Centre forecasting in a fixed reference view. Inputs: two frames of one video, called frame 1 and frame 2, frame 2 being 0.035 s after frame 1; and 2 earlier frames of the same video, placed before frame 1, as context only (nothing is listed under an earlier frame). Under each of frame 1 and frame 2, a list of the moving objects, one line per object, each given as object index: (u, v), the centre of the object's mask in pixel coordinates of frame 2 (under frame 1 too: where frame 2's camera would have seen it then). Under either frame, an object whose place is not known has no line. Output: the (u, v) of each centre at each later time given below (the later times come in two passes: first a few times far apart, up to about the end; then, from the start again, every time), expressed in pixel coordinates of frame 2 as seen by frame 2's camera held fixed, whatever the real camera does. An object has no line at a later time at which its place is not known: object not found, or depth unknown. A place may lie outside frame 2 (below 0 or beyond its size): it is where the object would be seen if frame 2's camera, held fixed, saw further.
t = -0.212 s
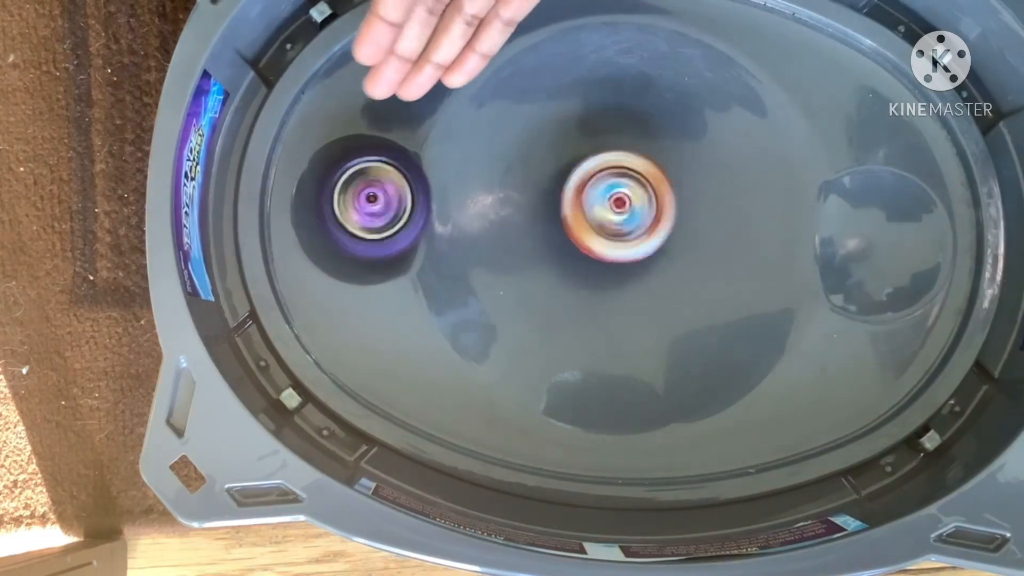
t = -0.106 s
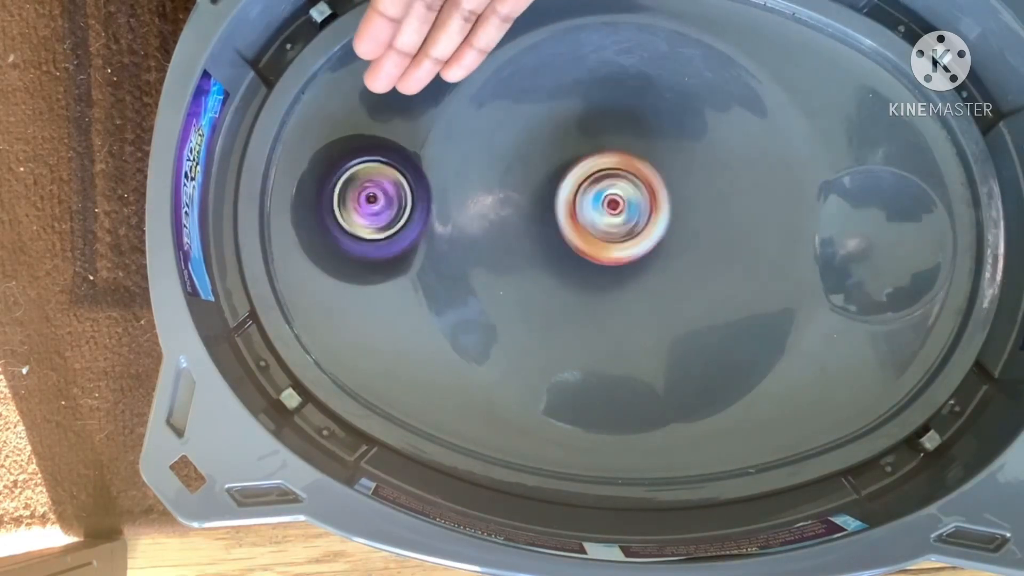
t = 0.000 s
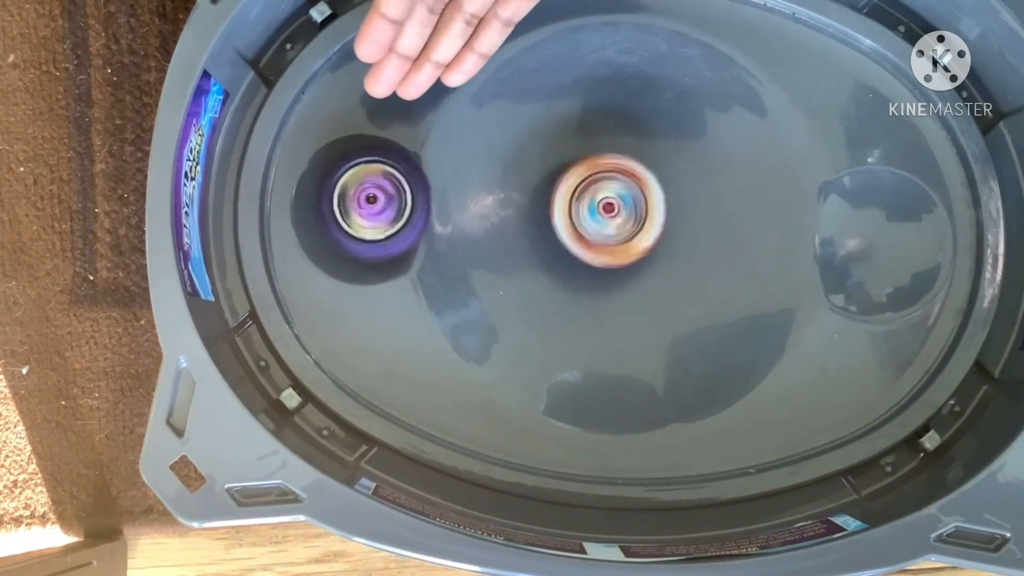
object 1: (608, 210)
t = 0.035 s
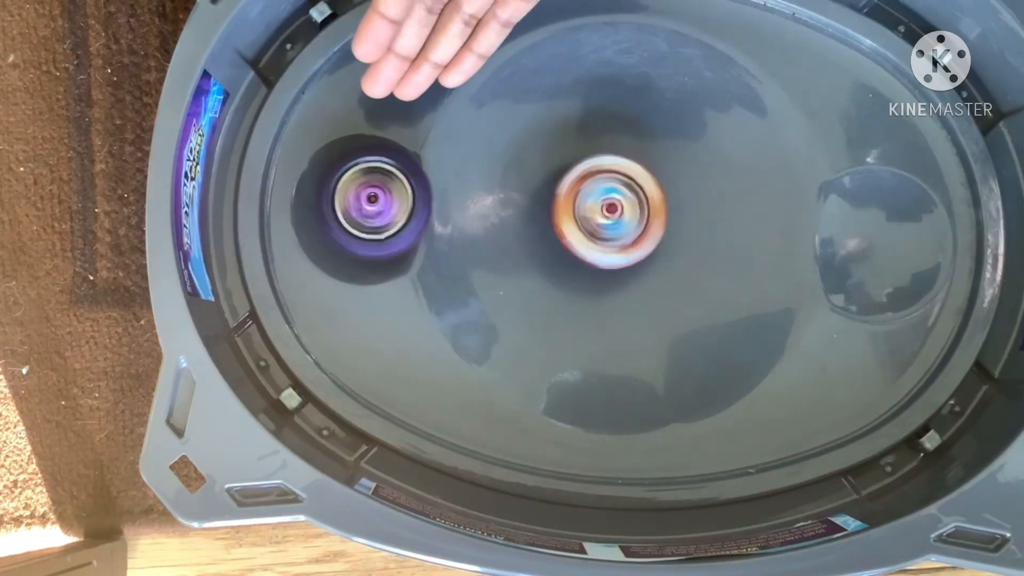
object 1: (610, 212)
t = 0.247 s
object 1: (606, 215)
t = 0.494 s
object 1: (608, 225)
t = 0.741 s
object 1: (610, 234)
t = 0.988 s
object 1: (612, 238)
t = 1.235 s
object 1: (619, 239)
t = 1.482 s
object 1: (625, 236)
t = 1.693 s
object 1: (630, 230)
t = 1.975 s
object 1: (627, 218)
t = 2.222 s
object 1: (625, 213)
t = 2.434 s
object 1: (616, 215)
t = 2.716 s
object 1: (611, 214)
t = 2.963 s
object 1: (619, 225)
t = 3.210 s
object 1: (623, 235)
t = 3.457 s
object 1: (623, 231)
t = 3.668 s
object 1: (626, 224)
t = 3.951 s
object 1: (625, 223)
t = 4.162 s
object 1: (625, 220)
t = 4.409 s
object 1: (624, 213)
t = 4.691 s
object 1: (611, 221)
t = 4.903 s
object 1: (614, 223)
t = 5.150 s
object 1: (602, 230)
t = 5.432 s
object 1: (617, 232)
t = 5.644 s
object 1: (621, 237)
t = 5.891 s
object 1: (612, 234)
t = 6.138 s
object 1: (621, 216)
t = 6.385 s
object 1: (615, 232)
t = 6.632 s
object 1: (615, 231)
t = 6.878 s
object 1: (624, 241)
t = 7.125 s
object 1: (621, 242)
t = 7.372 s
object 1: (625, 234)
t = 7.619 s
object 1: (631, 234)
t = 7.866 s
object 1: (626, 230)
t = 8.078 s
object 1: (622, 223)
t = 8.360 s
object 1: (615, 203)
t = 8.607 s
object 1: (619, 213)
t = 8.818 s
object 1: (615, 236)
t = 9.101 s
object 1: (620, 223)
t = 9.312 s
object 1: (620, 215)
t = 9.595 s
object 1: (616, 234)
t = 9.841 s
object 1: (620, 216)
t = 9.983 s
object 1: (620, 217)
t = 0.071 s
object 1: (608, 214)
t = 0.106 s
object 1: (606, 213)
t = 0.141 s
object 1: (607, 213)
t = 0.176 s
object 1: (608, 216)
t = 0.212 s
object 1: (606, 217)
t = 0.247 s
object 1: (606, 215)
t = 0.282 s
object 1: (606, 220)
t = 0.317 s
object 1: (604, 218)
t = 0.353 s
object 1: (607, 219)
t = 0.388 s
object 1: (607, 222)
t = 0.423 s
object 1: (604, 223)
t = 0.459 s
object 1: (606, 222)
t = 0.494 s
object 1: (608, 225)
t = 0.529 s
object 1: (606, 227)
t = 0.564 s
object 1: (605, 226)
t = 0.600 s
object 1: (608, 228)
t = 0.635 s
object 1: (608, 231)
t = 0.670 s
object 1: (607, 231)
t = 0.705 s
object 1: (609, 232)
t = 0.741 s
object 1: (610, 234)
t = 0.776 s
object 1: (608, 235)
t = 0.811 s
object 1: (609, 233)
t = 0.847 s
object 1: (611, 234)
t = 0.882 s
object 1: (611, 237)
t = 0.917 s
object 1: (613, 236)
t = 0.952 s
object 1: (614, 238)
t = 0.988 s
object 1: (612, 238)
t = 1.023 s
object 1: (614, 236)
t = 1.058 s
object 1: (617, 238)
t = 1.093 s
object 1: (616, 240)
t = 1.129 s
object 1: (615, 237)
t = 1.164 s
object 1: (618, 237)
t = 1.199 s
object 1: (620, 239)
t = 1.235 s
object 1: (619, 239)
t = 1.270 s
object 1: (620, 237)
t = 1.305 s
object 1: (623, 238)
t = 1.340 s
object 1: (622, 239)
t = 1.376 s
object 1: (622, 237)
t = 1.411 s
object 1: (624, 236)
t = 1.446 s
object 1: (626, 237)
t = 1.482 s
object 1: (625, 236)
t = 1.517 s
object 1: (627, 234)
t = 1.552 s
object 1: (628, 237)
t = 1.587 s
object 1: (627, 234)
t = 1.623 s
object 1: (628, 232)
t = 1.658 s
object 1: (630, 232)
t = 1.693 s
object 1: (630, 230)
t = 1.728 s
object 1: (631, 227)
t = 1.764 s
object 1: (632, 227)
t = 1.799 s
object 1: (631, 228)
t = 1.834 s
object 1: (629, 224)
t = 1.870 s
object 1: (630, 222)
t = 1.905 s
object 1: (631, 222)
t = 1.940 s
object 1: (629, 222)
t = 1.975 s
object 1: (627, 218)
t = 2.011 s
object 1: (628, 217)
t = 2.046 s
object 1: (627, 217)
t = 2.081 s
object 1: (625, 215)
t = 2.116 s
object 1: (626, 213)
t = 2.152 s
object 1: (628, 214)
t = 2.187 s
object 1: (624, 215)
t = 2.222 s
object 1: (625, 213)
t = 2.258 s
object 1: (624, 214)
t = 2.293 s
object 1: (623, 214)
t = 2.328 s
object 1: (622, 213)
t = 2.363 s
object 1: (623, 215)
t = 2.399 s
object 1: (620, 217)
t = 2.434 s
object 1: (616, 215)
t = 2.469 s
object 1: (616, 213)
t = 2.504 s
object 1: (618, 213)
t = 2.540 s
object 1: (618, 215)
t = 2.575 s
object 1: (616, 216)
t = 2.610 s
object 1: (613, 217)
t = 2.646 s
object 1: (609, 216)
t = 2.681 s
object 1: (609, 214)
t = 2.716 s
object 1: (611, 214)
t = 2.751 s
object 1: (613, 217)
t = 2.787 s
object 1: (612, 221)
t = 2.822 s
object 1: (609, 220)
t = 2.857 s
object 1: (612, 220)
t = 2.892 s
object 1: (613, 222)
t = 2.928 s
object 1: (615, 222)
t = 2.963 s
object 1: (619, 225)
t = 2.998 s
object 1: (620, 228)
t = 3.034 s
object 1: (618, 229)
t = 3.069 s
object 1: (617, 227)
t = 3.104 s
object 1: (620, 226)
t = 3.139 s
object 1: (621, 229)
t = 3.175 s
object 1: (622, 232)
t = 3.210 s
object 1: (623, 235)
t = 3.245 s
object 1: (622, 237)
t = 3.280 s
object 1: (620, 237)
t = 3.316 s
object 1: (619, 234)
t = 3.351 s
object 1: (622, 234)
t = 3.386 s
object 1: (625, 234)
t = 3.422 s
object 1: (625, 236)
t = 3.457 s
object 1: (623, 231)
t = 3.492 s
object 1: (623, 227)
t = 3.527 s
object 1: (624, 224)
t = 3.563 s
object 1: (625, 221)
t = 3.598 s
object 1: (627, 222)
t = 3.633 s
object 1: (627, 223)
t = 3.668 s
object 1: (626, 224)
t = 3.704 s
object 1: (624, 222)
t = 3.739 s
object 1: (625, 220)
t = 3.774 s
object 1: (627, 220)
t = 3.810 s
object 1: (629, 220)
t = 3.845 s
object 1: (631, 222)
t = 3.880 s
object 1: (631, 224)
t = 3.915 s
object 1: (628, 225)
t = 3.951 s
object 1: (625, 223)
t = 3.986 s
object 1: (625, 221)
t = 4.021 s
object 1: (628, 219)
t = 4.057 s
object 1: (627, 219)
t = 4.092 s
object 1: (627, 219)
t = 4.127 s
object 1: (627, 221)
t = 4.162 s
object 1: (625, 220)
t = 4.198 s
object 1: (622, 218)
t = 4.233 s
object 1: (623, 215)
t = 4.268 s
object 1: (623, 213)
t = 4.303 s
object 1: (623, 212)
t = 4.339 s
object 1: (624, 209)
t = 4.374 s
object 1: (626, 210)
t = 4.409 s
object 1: (624, 213)
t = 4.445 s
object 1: (621, 214)
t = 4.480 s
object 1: (618, 212)
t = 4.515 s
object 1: (618, 210)
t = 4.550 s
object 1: (618, 211)
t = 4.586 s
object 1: (618, 212)
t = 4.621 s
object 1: (617, 215)
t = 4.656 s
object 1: (615, 218)
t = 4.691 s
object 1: (611, 221)
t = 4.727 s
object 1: (605, 218)
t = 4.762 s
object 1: (607, 217)
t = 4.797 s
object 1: (610, 217)
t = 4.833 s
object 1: (612, 218)
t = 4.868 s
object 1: (613, 220)
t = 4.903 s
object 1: (614, 223)
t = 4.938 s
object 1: (613, 228)
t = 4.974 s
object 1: (609, 231)
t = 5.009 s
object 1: (606, 232)
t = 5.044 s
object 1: (601, 233)
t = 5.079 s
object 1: (600, 233)
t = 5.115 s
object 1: (600, 231)
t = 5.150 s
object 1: (602, 230)
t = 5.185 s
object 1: (604, 228)
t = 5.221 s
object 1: (604, 226)
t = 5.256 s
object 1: (607, 225)
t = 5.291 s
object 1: (608, 224)
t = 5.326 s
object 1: (609, 226)
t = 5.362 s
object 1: (612, 229)
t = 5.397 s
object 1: (615, 231)
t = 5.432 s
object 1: (617, 232)
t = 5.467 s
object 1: (619, 231)
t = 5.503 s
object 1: (618, 231)
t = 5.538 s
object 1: (619, 232)
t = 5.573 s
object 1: (619, 234)
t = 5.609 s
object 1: (620, 237)
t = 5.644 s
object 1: (621, 237)
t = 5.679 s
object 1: (622, 238)
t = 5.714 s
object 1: (622, 238)
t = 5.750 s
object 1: (622, 237)
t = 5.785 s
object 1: (620, 237)
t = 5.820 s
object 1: (618, 236)
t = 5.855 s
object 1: (616, 235)
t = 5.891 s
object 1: (612, 234)
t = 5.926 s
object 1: (611, 234)
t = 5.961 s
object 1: (611, 233)
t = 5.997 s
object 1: (614, 229)
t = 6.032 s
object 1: (616, 224)
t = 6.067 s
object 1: (619, 221)
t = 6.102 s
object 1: (621, 217)
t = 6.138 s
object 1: (621, 216)
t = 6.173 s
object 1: (621, 216)
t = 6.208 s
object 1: (621, 216)
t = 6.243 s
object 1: (621, 219)
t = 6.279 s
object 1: (619, 221)
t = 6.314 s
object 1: (620, 224)
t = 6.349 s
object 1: (616, 229)
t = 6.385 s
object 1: (615, 232)
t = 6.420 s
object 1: (614, 234)
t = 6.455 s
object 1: (612, 234)
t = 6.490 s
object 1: (611, 234)
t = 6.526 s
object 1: (610, 234)
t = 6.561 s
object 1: (610, 232)
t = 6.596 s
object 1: (612, 230)
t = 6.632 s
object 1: (615, 231)
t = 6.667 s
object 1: (617, 232)
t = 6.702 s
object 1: (619, 234)
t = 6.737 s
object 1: (622, 237)
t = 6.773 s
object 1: (622, 238)
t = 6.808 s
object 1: (623, 239)
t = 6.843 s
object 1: (623, 239)
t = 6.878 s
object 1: (624, 241)
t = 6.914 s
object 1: (623, 242)
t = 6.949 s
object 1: (623, 242)
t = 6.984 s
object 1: (623, 243)
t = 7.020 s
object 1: (622, 244)
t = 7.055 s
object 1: (621, 244)
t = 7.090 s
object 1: (621, 243)
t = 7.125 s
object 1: (621, 242)
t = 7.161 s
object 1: (621, 241)
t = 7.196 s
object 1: (622, 239)
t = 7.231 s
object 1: (623, 237)
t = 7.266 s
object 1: (626, 236)
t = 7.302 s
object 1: (626, 236)
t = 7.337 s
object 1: (625, 235)
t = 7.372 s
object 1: (625, 234)
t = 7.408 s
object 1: (625, 233)
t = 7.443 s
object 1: (626, 232)
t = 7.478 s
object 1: (627, 231)
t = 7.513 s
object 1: (629, 231)
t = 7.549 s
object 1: (630, 232)
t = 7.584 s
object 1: (631, 233)
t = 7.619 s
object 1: (631, 234)
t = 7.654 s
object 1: (630, 233)
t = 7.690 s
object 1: (628, 233)
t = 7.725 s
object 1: (627, 231)
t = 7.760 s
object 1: (628, 230)
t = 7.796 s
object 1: (627, 230)
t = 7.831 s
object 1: (627, 230)
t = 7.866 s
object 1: (626, 230)
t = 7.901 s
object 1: (623, 232)
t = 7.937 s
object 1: (623, 231)
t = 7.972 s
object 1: (621, 231)
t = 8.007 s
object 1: (621, 229)
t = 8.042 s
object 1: (621, 227)
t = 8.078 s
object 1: (622, 223)
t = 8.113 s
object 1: (621, 220)
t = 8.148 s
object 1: (620, 216)
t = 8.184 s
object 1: (619, 212)
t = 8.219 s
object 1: (618, 210)
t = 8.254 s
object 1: (617, 208)
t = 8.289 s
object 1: (616, 206)
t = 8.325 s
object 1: (616, 204)
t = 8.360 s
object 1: (615, 203)
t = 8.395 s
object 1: (615, 203)
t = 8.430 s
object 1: (615, 203)
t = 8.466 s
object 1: (615, 204)
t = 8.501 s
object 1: (616, 205)
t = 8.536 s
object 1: (617, 208)
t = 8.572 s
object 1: (618, 210)
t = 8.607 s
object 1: (619, 213)
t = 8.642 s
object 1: (620, 217)
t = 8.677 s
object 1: (620, 222)
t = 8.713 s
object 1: (620, 226)
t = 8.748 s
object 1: (619, 230)
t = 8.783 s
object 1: (617, 234)
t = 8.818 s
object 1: (615, 236)
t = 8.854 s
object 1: (614, 237)
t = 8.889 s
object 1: (613, 238)
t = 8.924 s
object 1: (614, 237)
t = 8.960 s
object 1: (615, 236)
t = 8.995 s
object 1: (616, 234)
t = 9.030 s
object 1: (618, 231)
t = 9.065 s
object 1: (619, 227)
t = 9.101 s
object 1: (620, 223)
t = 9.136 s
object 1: (620, 220)
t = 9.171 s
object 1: (619, 213)
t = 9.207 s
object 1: (619, 212)
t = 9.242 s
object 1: (619, 212)
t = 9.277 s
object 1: (619, 213)
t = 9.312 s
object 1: (620, 215)
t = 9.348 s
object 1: (620, 218)
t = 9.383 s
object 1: (620, 221)
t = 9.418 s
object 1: (620, 224)
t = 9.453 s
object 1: (619, 227)
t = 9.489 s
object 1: (618, 230)
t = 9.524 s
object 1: (617, 232)
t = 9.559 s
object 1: (616, 234)
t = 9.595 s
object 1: (616, 234)
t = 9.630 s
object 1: (617, 233)
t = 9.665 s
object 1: (618, 232)
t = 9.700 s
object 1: (619, 229)
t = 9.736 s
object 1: (619, 226)
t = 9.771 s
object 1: (620, 224)
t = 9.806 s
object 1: (620, 218)
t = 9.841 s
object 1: (620, 216)
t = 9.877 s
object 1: (620, 214)
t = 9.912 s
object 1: (620, 214)
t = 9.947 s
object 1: (620, 215)
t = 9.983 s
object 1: (620, 217)
